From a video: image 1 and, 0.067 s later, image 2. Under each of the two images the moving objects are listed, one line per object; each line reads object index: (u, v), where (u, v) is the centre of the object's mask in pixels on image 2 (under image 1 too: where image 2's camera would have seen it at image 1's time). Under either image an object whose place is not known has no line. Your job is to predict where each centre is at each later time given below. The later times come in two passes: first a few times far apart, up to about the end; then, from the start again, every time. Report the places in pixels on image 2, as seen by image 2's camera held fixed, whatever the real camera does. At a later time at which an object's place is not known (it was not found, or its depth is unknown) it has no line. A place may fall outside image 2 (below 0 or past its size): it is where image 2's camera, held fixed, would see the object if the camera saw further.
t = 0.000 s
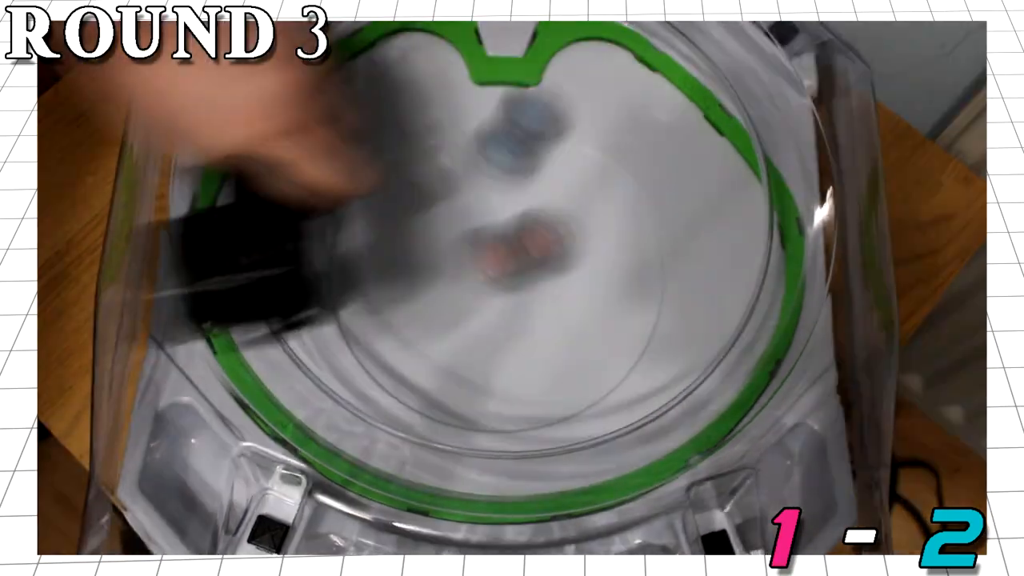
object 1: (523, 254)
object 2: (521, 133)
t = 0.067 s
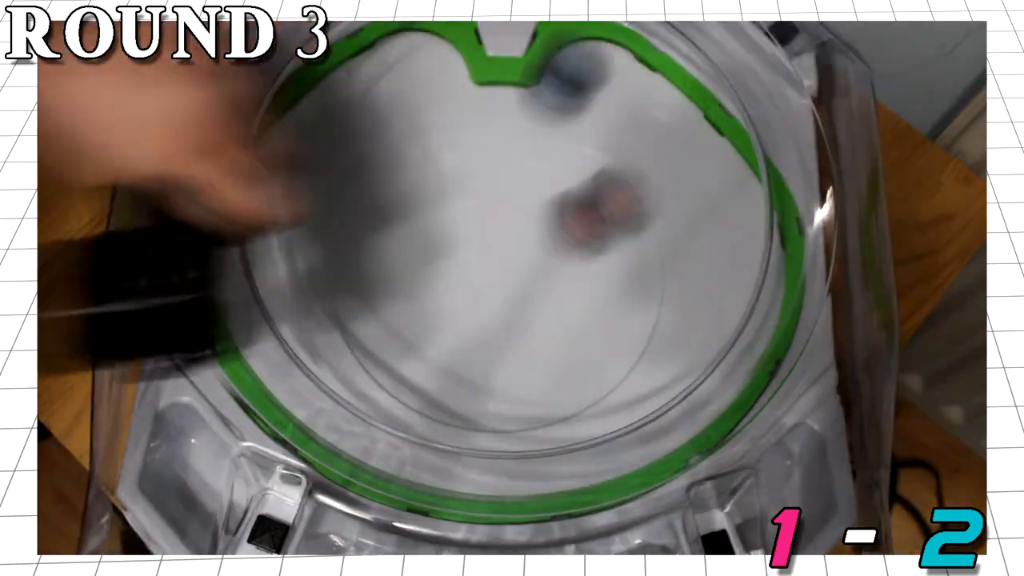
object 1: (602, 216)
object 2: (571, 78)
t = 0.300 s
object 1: (678, 104)
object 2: (464, 257)
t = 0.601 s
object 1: (567, 106)
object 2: (494, 424)
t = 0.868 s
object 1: (526, 344)
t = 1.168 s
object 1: (597, 294)
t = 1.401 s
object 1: (627, 146)
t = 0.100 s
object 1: (635, 193)
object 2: (582, 60)
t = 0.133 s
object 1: (660, 176)
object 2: (594, 43)
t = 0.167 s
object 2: (597, 39)
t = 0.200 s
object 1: (673, 149)
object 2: (556, 99)
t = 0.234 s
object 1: (677, 136)
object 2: (524, 151)
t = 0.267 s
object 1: (678, 120)
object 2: (494, 205)
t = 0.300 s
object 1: (678, 104)
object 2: (464, 257)
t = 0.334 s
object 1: (674, 87)
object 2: (437, 311)
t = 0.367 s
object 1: (668, 70)
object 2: (418, 353)
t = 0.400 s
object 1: (654, 57)
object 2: (411, 380)
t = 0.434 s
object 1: (634, 50)
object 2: (416, 400)
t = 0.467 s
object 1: (612, 46)
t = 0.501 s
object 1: (593, 47)
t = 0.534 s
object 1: (577, 59)
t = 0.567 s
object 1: (569, 80)
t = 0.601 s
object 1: (567, 106)
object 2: (494, 424)
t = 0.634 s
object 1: (565, 139)
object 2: (524, 406)
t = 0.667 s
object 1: (561, 171)
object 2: (550, 388)
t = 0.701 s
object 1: (555, 204)
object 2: (579, 356)
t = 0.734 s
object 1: (547, 238)
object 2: (608, 319)
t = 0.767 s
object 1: (541, 271)
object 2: (635, 274)
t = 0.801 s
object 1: (535, 300)
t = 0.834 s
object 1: (530, 324)
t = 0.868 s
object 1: (526, 344)
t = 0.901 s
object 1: (524, 359)
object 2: (634, 81)
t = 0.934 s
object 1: (525, 369)
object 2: (621, 44)
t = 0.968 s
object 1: (527, 372)
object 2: (568, 67)
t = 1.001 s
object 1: (533, 370)
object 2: (492, 112)
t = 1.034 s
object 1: (542, 363)
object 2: (429, 156)
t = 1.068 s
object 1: (554, 351)
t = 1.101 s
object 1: (567, 335)
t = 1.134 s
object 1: (582, 316)
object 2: (311, 333)
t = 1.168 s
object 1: (597, 294)
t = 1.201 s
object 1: (613, 269)
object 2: (413, 417)
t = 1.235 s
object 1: (625, 245)
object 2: (528, 428)
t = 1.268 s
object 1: (636, 220)
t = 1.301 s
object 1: (645, 195)
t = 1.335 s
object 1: (644, 174)
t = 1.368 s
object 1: (636, 160)
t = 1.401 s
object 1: (627, 146)
